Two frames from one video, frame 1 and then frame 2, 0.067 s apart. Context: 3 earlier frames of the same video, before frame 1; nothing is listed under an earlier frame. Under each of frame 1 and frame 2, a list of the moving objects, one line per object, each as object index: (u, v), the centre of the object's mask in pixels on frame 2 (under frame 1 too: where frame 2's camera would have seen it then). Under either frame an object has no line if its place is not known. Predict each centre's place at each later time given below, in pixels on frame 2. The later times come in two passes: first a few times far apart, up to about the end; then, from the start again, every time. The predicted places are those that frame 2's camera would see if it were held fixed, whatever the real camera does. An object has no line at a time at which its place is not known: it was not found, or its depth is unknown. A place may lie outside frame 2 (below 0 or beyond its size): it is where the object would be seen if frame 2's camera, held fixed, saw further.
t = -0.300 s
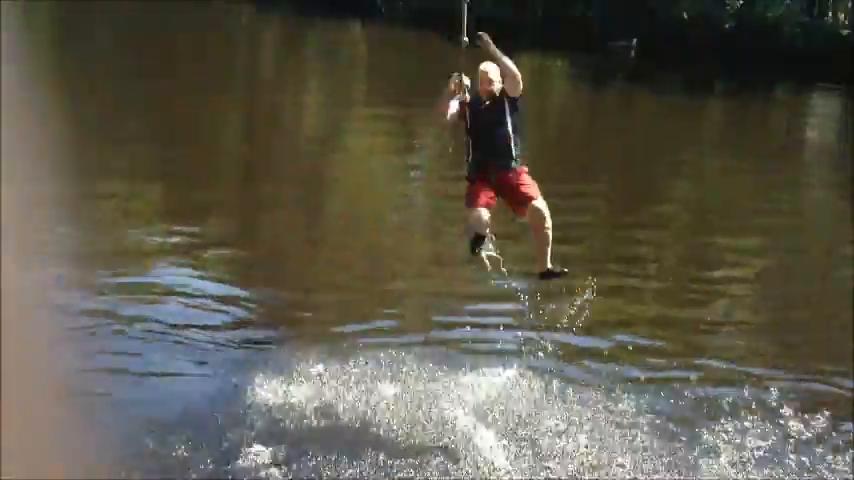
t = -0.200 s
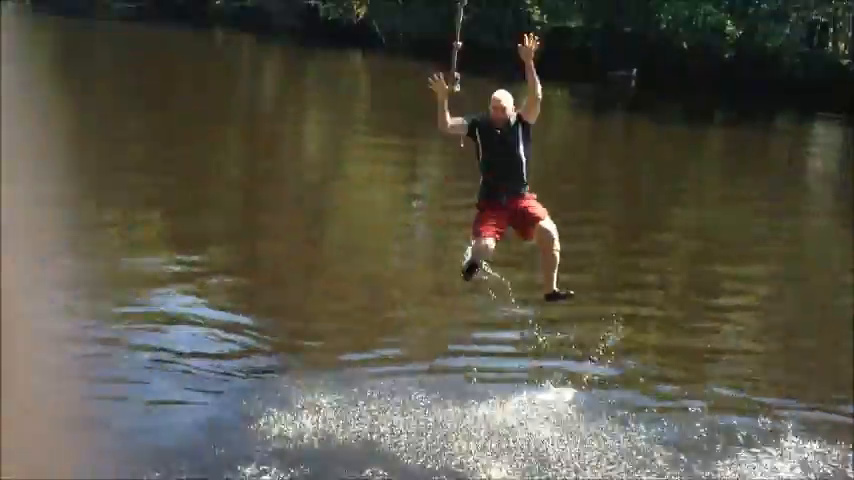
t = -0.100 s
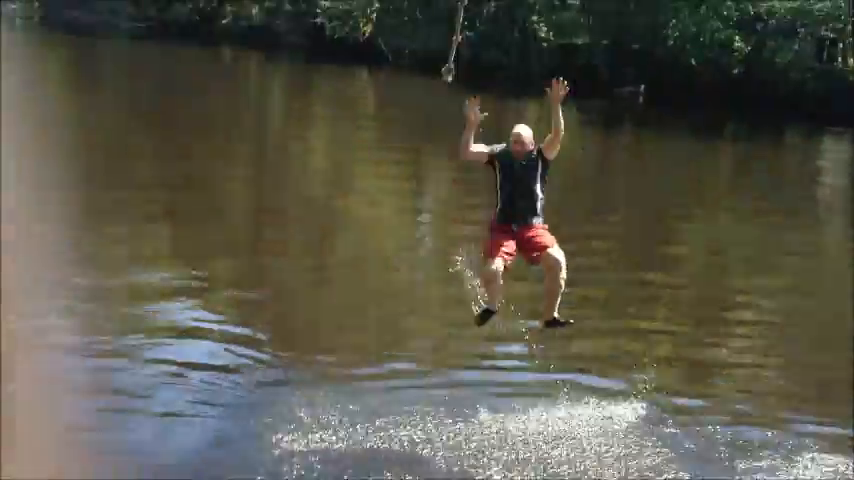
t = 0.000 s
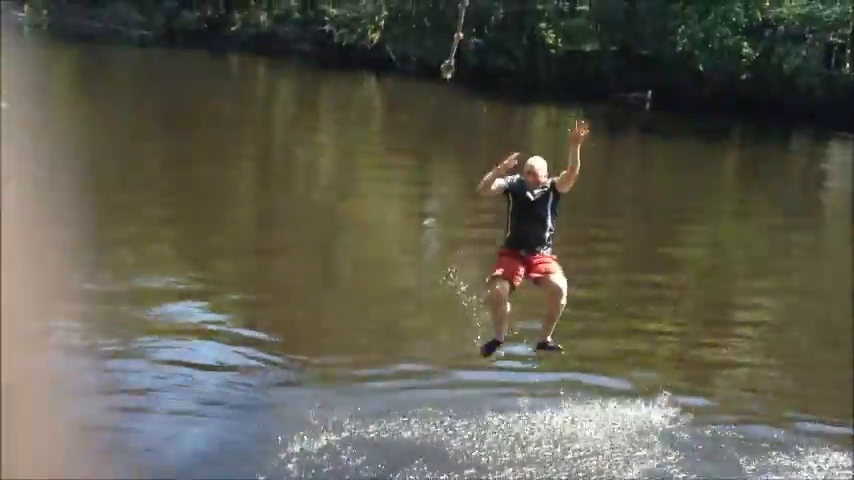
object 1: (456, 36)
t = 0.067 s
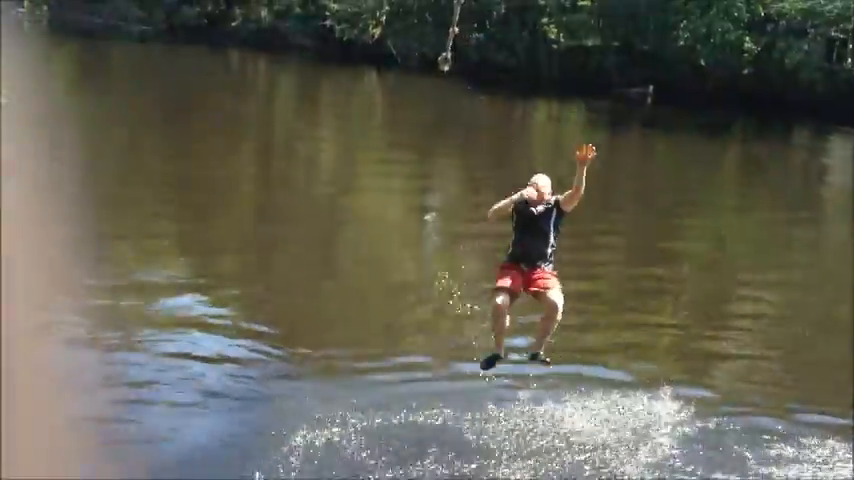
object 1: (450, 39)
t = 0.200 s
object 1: (438, 54)
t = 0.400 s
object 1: (410, 92)
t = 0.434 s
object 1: (402, 104)
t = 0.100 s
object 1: (447, 41)
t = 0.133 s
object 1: (444, 44)
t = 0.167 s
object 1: (441, 48)
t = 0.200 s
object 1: (438, 54)
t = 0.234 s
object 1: (438, 55)
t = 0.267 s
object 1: (435, 61)
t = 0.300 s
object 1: (429, 67)
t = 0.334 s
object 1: (423, 74)
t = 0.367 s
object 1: (418, 84)
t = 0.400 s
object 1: (410, 92)
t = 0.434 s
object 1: (402, 104)
